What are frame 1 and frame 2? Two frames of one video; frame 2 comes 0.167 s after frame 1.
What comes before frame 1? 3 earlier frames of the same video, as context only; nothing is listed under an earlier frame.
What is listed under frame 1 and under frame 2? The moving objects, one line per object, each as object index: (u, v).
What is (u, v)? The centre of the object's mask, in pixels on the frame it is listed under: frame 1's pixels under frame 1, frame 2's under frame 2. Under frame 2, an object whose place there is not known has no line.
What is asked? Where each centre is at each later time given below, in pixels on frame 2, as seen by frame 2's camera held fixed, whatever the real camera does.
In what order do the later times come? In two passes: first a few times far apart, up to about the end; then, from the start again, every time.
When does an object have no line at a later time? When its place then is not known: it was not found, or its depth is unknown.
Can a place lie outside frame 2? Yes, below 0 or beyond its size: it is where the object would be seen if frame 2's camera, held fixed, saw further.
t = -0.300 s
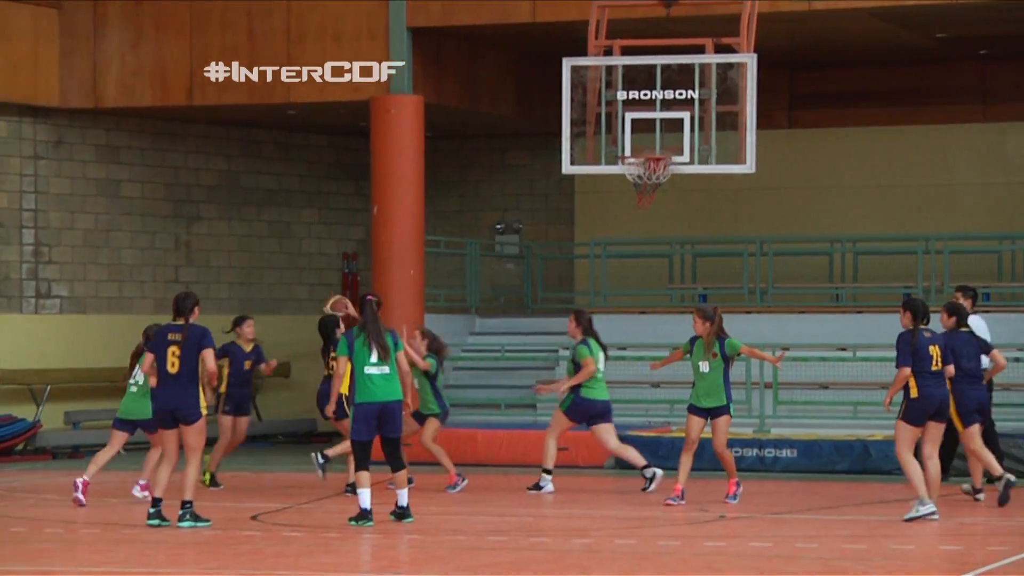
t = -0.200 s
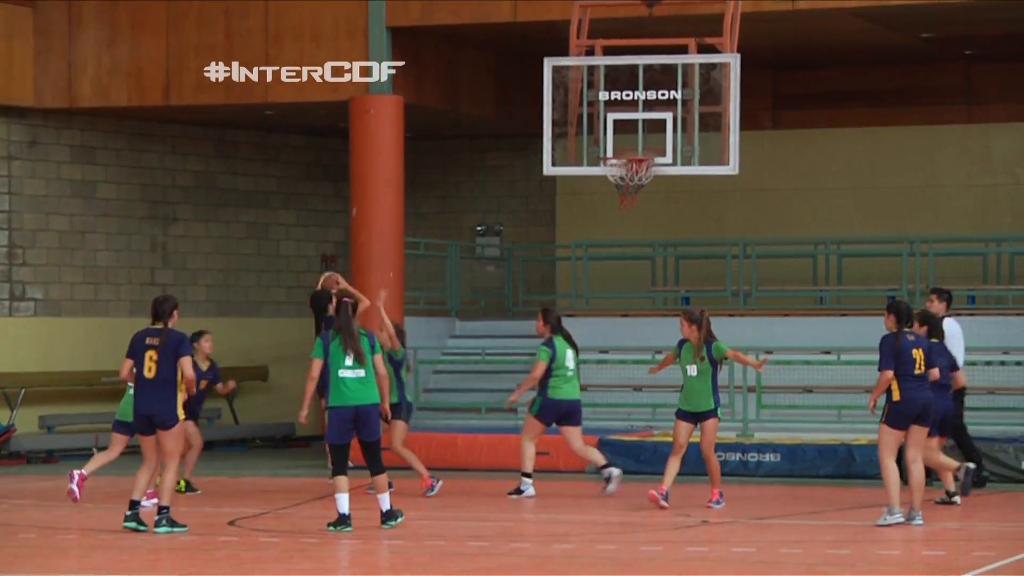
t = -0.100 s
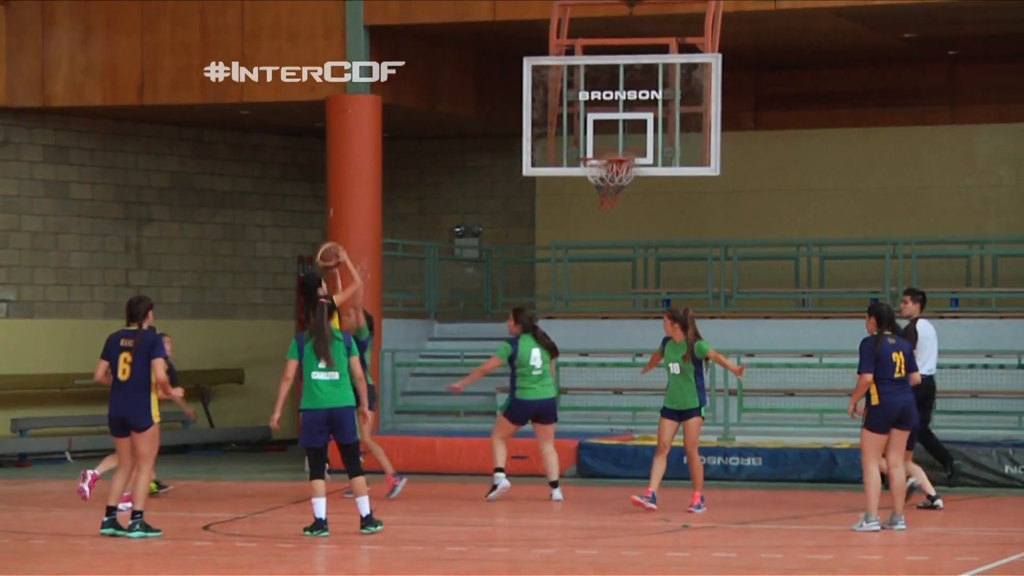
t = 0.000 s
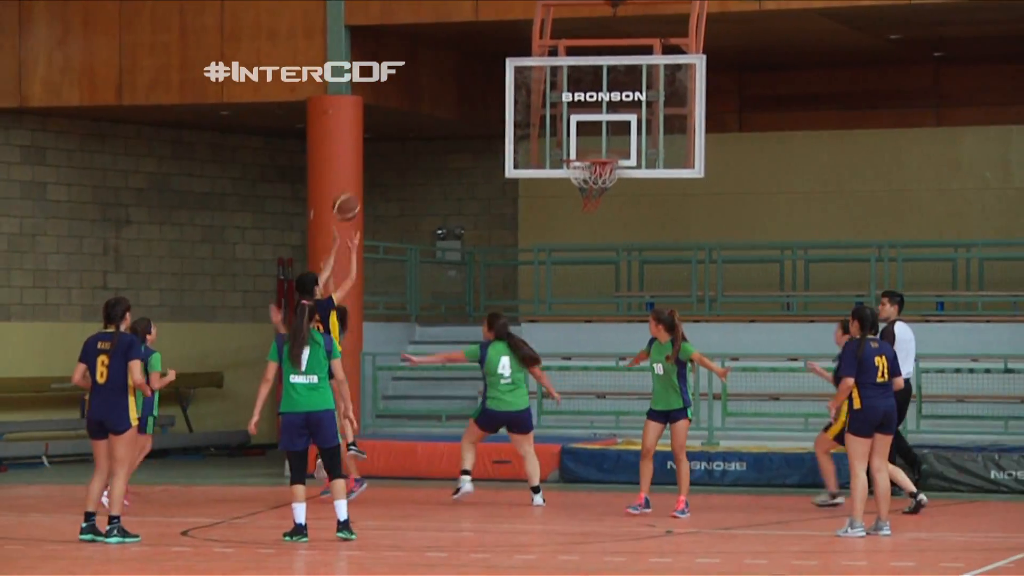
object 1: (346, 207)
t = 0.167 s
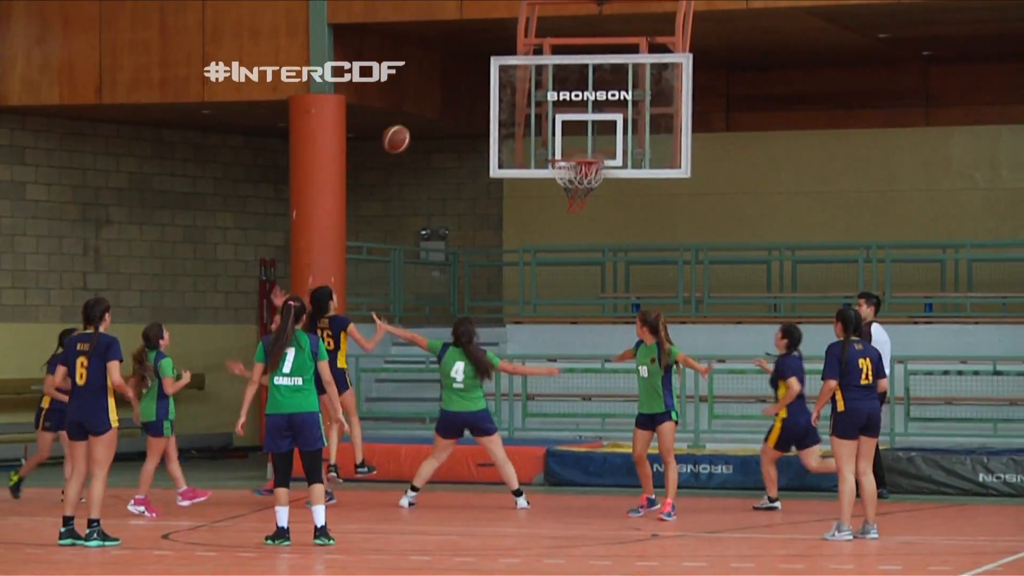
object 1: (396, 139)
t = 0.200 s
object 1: (409, 130)
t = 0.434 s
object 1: (498, 101)
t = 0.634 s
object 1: (572, 125)
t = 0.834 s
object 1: (580, 163)
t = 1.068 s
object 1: (549, 176)
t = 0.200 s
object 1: (409, 130)
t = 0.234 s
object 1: (422, 122)
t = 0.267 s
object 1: (435, 115)
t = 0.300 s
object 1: (448, 110)
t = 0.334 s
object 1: (461, 105)
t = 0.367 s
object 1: (473, 102)
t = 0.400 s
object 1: (485, 101)
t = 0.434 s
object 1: (498, 101)
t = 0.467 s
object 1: (511, 101)
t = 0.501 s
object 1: (523, 105)
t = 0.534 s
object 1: (536, 108)
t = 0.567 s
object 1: (547, 112)
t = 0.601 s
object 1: (560, 118)
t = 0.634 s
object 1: (572, 125)
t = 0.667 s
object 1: (578, 131)
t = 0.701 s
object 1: (580, 136)
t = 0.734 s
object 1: (583, 144)
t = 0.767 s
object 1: (585, 150)
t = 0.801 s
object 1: (587, 156)
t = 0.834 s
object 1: (580, 163)
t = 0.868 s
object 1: (566, 171)
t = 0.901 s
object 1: (559, 176)
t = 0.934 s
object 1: (552, 180)
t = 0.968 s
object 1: (549, 180)
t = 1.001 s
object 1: (548, 178)
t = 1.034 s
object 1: (547, 176)
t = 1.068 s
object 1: (549, 176)
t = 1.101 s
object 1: (551, 176)
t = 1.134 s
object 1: (553, 178)
